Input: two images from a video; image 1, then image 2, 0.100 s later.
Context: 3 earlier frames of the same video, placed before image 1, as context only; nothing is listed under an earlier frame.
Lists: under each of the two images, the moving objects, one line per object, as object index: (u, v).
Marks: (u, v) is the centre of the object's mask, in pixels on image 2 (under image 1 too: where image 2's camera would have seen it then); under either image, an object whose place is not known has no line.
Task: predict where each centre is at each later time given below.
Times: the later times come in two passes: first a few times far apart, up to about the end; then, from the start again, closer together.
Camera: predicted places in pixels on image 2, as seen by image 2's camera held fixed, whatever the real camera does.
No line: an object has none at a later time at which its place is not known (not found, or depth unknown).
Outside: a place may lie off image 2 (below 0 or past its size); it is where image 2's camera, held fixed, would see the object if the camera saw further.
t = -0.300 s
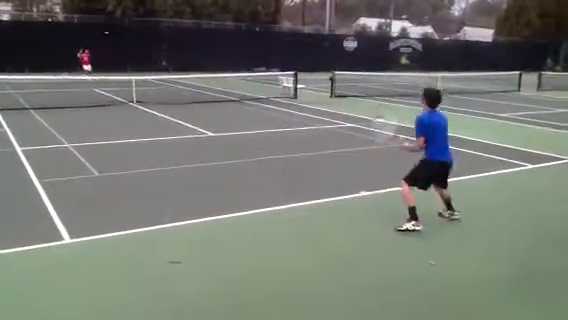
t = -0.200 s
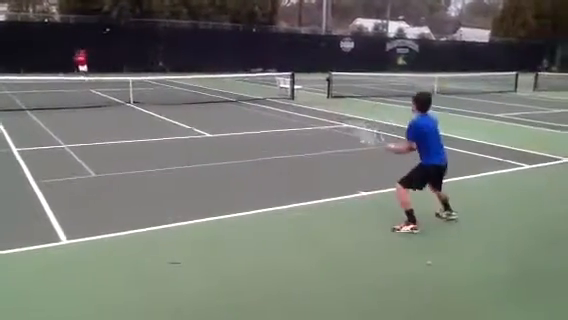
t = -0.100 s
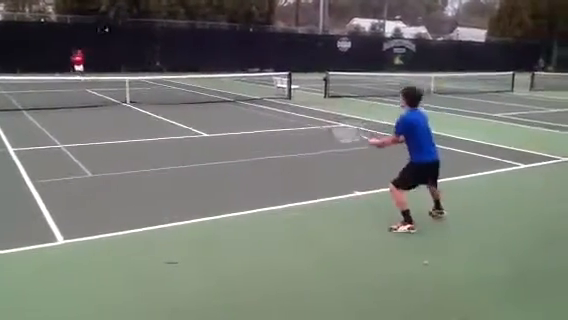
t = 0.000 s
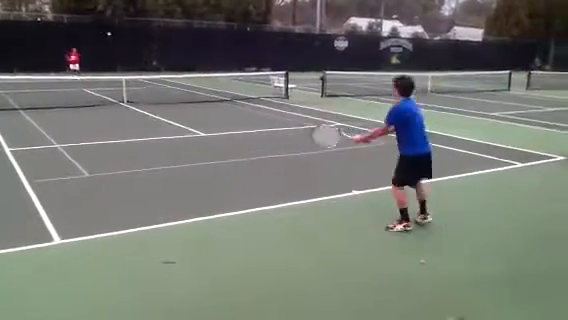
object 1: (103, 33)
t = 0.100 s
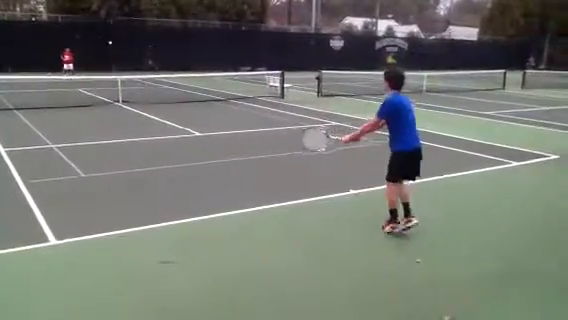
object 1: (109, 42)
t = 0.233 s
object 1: (121, 67)
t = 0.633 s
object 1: (170, 141)
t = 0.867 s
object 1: (206, 108)
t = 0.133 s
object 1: (112, 46)
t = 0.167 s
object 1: (115, 51)
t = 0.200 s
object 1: (119, 57)
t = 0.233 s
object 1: (121, 67)
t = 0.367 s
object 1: (138, 111)
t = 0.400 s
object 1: (141, 118)
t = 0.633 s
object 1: (170, 141)
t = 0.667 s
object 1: (174, 136)
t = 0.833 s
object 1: (200, 111)
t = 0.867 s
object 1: (206, 108)
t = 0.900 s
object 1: (213, 106)
